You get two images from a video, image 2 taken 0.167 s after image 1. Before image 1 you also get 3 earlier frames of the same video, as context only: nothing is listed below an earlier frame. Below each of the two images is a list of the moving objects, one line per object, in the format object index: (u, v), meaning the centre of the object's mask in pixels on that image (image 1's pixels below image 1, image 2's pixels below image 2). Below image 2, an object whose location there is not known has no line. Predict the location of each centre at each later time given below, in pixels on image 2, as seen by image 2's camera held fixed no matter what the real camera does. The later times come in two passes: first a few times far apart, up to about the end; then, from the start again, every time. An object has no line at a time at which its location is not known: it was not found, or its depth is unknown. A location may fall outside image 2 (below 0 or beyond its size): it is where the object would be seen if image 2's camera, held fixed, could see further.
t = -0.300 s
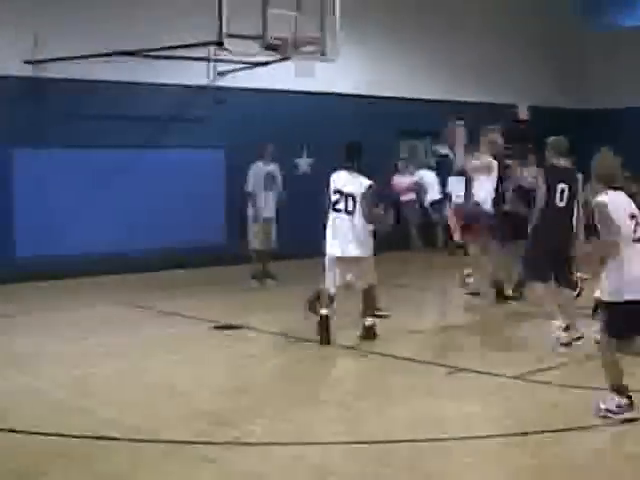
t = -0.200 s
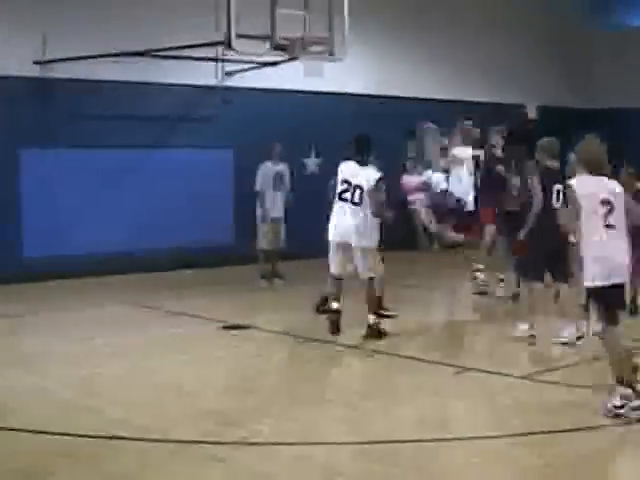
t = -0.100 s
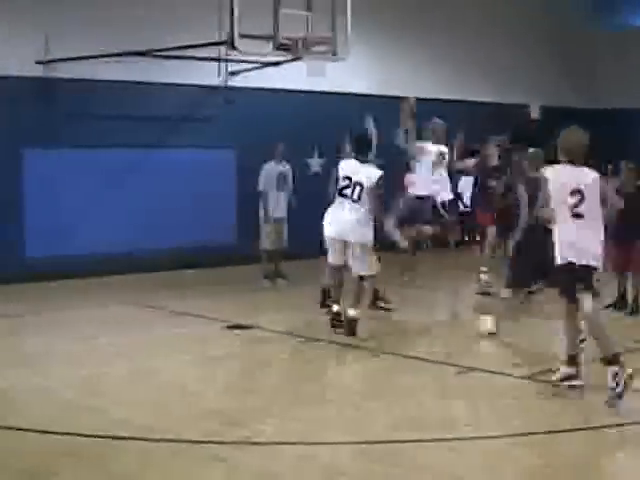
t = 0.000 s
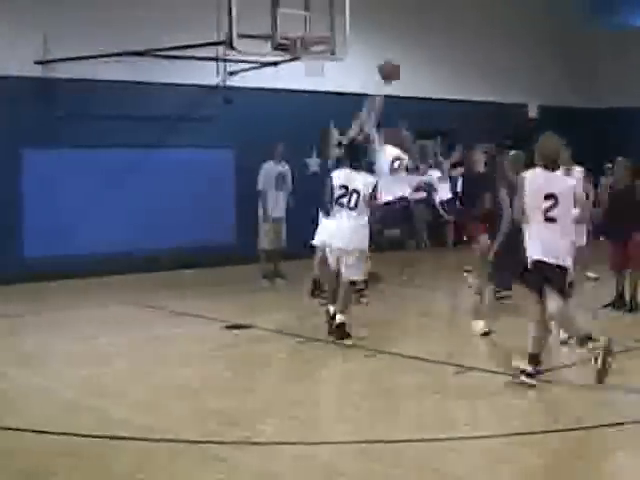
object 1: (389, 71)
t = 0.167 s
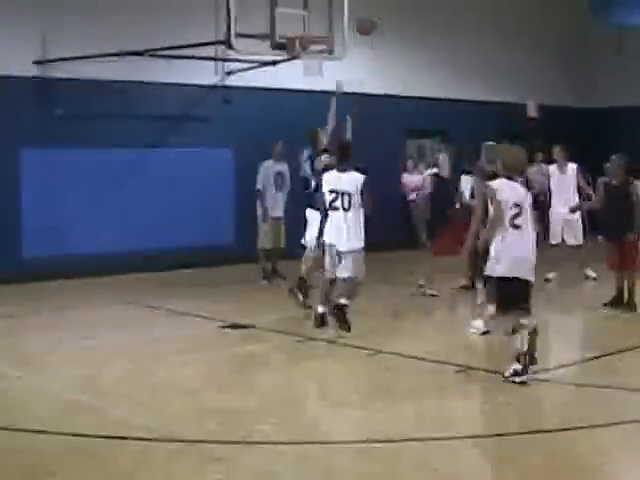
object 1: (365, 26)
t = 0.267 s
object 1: (354, 11)
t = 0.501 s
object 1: (327, 12)
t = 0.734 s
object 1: (306, 54)
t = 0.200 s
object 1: (361, 21)
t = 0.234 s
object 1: (358, 17)
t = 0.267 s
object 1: (354, 11)
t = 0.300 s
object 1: (350, 10)
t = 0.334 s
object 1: (347, 9)
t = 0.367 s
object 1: (341, 7)
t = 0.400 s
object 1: (338, 8)
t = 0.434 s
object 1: (334, 9)
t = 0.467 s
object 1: (330, 11)
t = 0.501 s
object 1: (327, 12)
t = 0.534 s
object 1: (324, 16)
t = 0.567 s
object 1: (320, 22)
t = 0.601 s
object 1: (316, 26)
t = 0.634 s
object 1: (313, 30)
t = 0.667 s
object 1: (309, 43)
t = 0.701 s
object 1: (307, 44)
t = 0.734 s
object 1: (306, 54)
